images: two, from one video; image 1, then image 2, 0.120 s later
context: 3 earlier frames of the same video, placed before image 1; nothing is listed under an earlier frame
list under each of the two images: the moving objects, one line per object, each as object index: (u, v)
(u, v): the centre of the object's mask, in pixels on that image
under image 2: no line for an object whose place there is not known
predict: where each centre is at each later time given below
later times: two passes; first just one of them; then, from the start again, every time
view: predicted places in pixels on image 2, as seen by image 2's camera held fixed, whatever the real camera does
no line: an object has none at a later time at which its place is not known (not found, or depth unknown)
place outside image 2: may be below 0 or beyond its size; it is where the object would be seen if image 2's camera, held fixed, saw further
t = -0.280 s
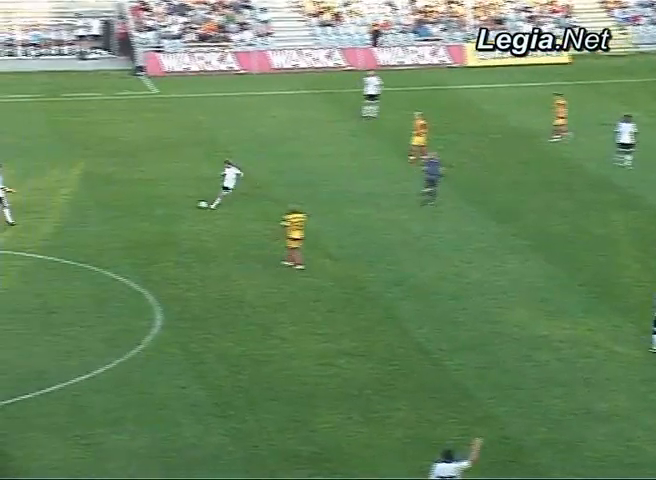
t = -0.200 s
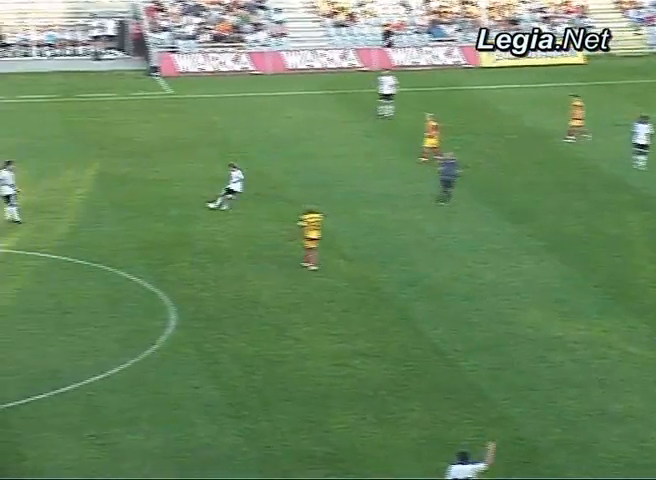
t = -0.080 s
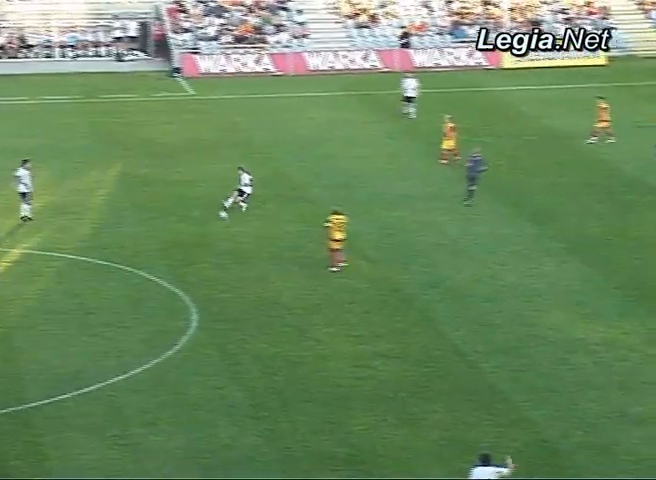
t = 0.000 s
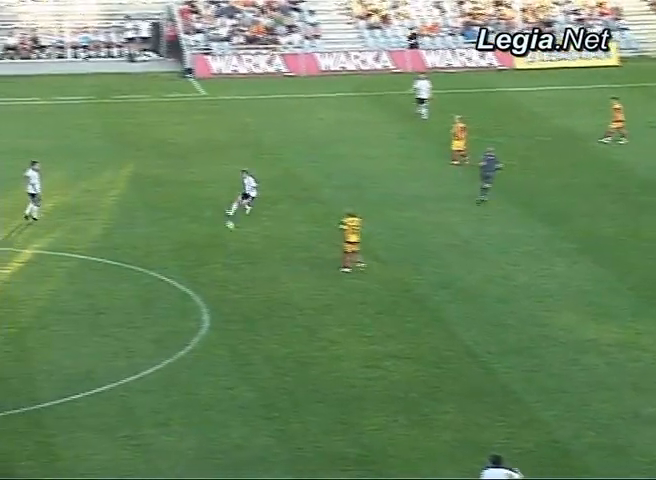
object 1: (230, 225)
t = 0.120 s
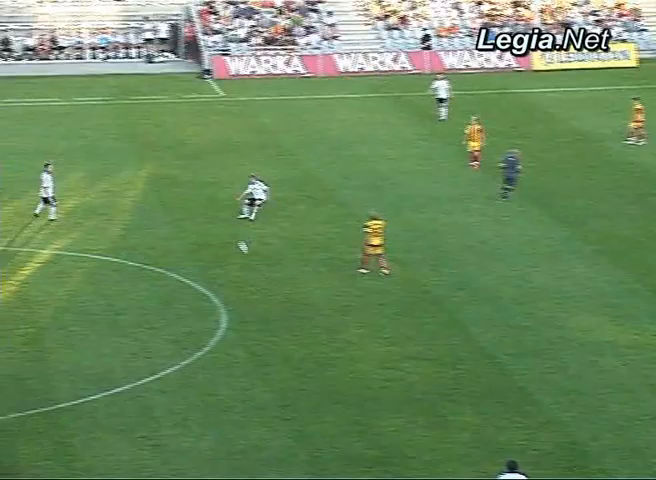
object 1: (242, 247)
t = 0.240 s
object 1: (242, 276)
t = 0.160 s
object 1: (242, 256)
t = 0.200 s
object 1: (243, 266)
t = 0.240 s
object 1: (242, 276)
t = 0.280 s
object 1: (242, 288)
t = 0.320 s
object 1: (243, 301)
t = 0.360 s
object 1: (244, 313)
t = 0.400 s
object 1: (245, 317)
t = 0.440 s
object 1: (247, 322)
